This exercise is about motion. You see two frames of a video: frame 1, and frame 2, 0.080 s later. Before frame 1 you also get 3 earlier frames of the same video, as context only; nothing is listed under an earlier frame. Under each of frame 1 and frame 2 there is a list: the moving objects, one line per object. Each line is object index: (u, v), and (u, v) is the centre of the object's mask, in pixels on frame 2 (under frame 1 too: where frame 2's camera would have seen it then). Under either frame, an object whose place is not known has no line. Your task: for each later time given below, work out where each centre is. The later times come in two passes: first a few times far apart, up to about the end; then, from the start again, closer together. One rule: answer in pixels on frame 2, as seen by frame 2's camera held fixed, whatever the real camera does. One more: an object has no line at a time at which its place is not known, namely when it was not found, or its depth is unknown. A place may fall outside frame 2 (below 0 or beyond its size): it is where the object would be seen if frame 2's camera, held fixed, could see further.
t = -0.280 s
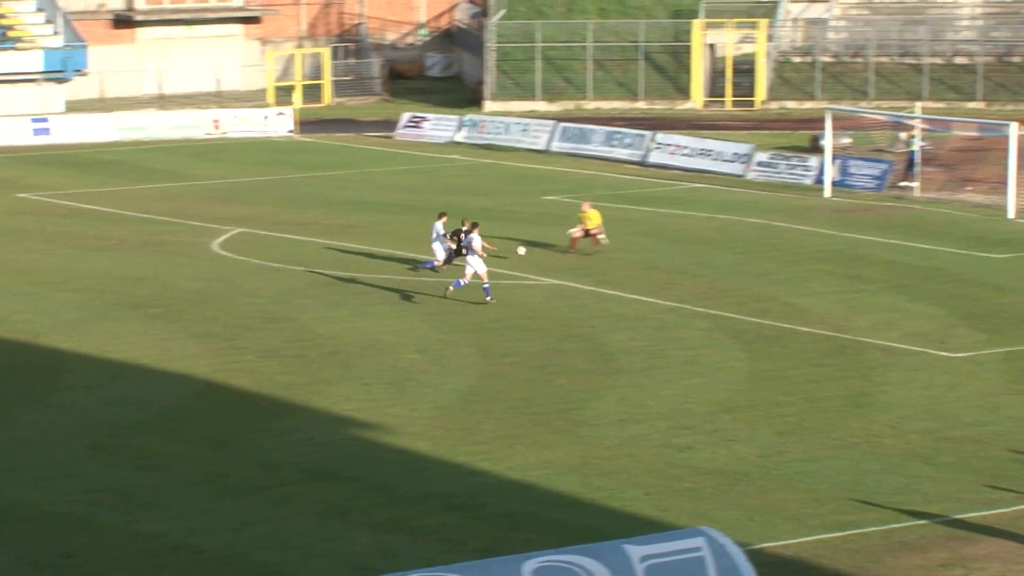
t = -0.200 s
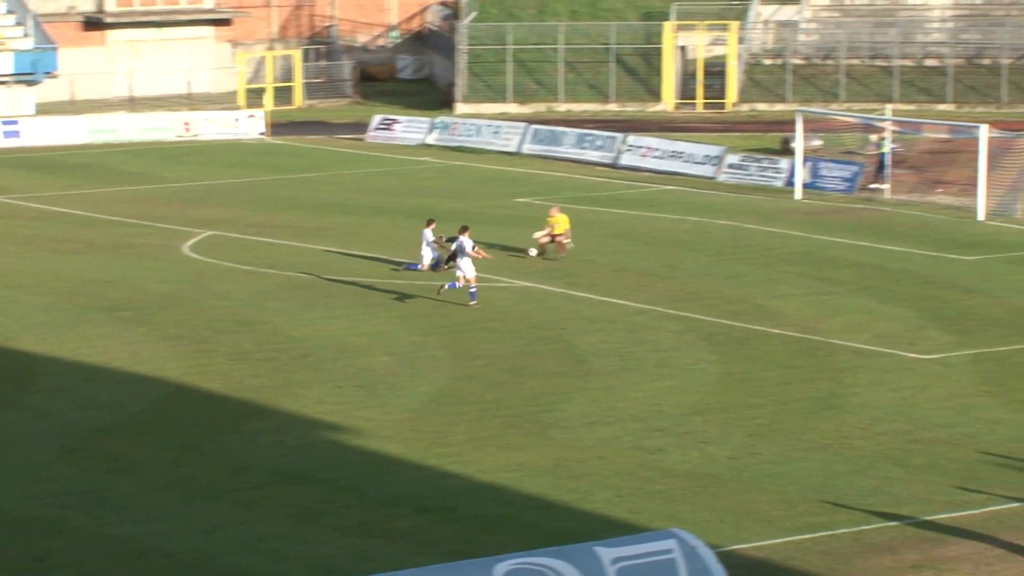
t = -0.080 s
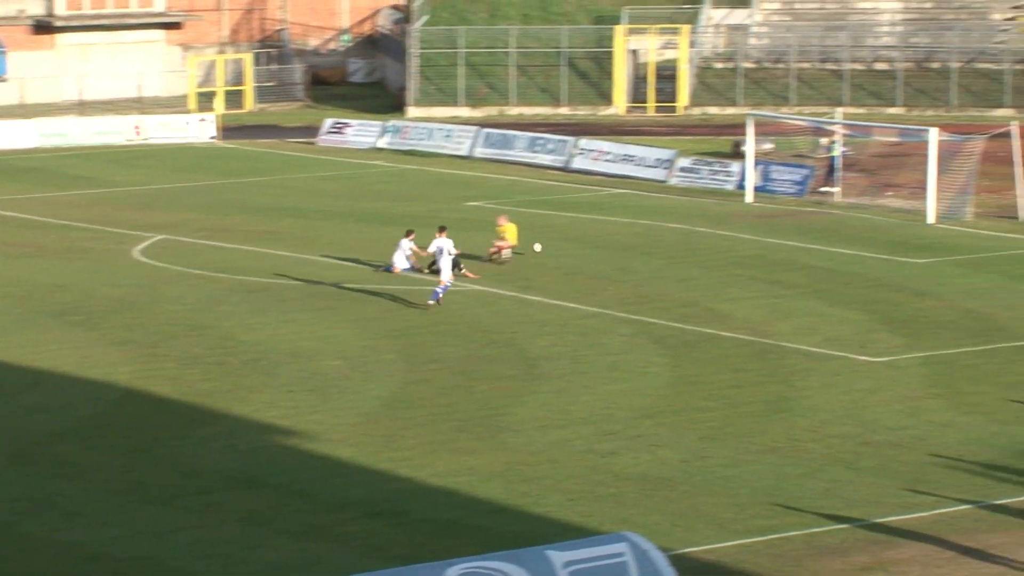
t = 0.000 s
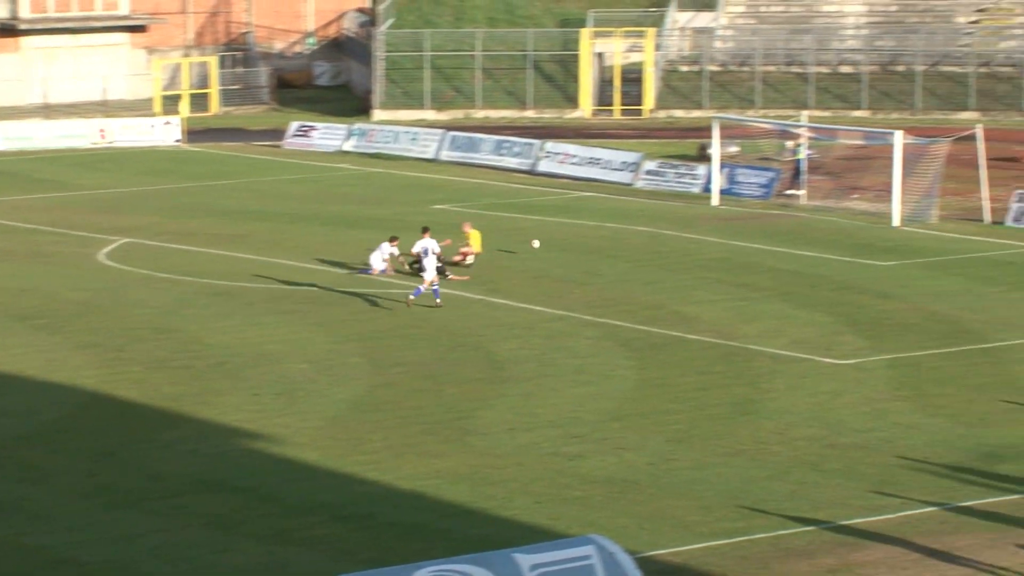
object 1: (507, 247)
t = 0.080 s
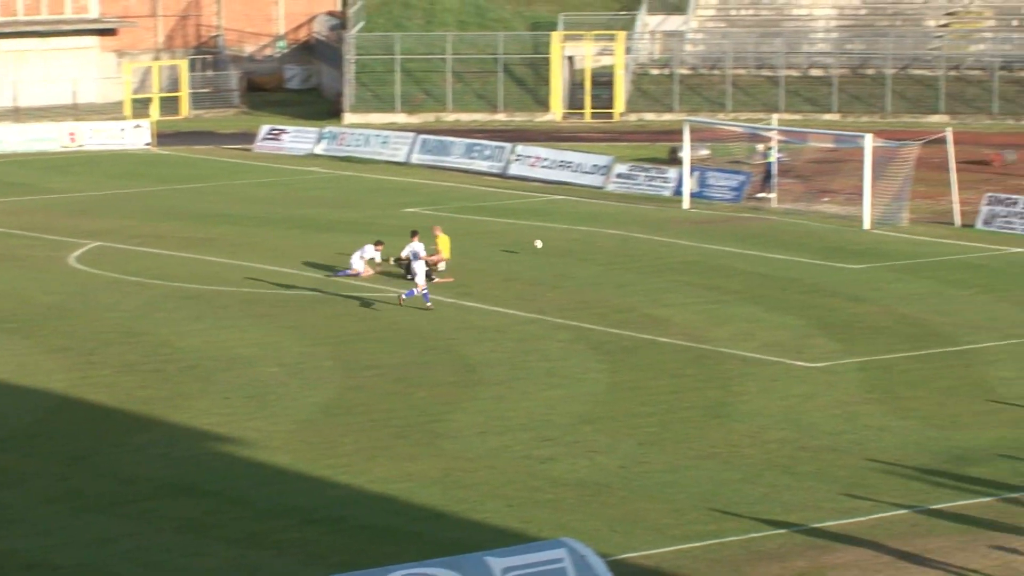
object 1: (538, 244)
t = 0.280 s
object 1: (610, 243)
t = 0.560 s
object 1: (689, 237)
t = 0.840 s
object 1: (759, 232)
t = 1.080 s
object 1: (816, 225)
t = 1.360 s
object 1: (869, 221)
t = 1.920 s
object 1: (890, 194)
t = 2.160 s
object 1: (870, 188)
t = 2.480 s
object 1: (840, 210)
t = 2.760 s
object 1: (831, 203)
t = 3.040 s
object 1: (824, 212)
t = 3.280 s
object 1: (811, 211)
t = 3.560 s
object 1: (798, 210)
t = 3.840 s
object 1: (786, 210)
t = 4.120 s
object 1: (777, 208)
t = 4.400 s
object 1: (767, 208)
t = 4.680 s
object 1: (760, 207)
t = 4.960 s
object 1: (754, 206)
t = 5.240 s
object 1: (749, 205)
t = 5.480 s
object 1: (746, 205)
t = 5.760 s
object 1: (743, 204)
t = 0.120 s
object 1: (553, 243)
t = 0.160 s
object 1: (568, 244)
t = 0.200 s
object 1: (583, 244)
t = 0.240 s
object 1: (597, 246)
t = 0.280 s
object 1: (610, 243)
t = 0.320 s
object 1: (621, 240)
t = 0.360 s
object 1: (634, 238)
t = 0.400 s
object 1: (645, 238)
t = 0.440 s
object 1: (656, 237)
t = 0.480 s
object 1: (667, 238)
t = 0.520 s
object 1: (678, 239)
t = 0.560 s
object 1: (689, 237)
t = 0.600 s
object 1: (699, 234)
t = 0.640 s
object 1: (709, 232)
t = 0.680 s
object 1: (720, 231)
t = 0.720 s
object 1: (730, 230)
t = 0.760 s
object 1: (740, 230)
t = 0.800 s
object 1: (749, 230)
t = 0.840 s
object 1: (759, 232)
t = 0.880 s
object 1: (768, 232)
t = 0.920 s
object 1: (778, 229)
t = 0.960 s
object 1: (788, 227)
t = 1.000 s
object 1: (797, 226)
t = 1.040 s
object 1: (807, 225)
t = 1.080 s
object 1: (816, 225)
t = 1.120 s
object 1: (825, 226)
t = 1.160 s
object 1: (834, 227)
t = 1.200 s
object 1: (844, 226)
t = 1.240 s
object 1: (852, 224)
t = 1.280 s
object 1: (859, 223)
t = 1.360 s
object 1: (869, 221)
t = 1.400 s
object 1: (871, 221)
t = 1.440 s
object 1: (876, 222)
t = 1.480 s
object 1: (879, 222)
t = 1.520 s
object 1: (885, 220)
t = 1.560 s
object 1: (890, 219)
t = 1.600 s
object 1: (895, 218)
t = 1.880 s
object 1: (894, 198)
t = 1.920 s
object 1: (890, 194)
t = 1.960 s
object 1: (887, 192)
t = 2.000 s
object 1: (883, 190)
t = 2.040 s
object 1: (880, 189)
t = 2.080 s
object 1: (876, 188)
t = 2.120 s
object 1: (873, 187)
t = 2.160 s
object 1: (870, 188)
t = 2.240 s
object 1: (861, 190)
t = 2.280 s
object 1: (858, 192)
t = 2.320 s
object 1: (855, 194)
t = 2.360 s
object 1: (851, 197)
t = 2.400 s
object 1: (847, 201)
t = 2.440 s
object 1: (844, 205)
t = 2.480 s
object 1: (840, 210)
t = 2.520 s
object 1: (837, 215)
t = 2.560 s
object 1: (835, 212)
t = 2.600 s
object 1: (834, 209)
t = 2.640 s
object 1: (833, 207)
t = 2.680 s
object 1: (832, 205)
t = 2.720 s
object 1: (832, 204)
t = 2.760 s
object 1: (831, 203)
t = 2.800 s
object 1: (829, 203)
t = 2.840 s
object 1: (828, 203)
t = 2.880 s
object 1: (827, 203)
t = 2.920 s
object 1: (826, 205)
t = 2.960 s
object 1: (825, 207)
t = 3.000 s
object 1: (824, 210)
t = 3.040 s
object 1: (824, 212)
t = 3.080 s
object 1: (821, 211)
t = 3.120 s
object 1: (819, 210)
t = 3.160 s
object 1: (817, 209)
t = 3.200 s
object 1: (815, 209)
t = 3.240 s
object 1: (812, 210)
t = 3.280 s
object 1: (811, 211)
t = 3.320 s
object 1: (808, 212)
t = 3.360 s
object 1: (807, 211)
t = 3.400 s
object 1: (805, 211)
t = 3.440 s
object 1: (804, 210)
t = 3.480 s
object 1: (801, 211)
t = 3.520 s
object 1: (800, 211)
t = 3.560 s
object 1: (798, 210)
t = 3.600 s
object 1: (796, 211)
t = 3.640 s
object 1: (795, 211)
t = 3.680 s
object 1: (793, 210)
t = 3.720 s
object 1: (791, 210)
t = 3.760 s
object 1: (790, 210)
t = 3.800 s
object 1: (788, 210)
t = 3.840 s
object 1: (786, 210)
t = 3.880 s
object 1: (785, 209)
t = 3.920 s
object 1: (784, 209)
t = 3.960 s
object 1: (782, 209)
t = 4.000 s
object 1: (781, 209)
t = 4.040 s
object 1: (780, 209)
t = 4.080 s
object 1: (778, 209)
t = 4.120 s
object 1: (777, 208)
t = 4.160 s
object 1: (775, 209)
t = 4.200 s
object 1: (774, 209)
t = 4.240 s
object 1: (773, 209)
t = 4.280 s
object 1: (771, 209)
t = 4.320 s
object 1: (770, 209)
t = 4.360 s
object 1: (769, 208)
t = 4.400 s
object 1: (767, 208)
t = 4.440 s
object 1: (766, 208)
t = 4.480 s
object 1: (765, 208)
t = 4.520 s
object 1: (764, 208)
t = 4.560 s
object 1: (763, 208)
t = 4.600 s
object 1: (762, 207)
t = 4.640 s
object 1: (761, 207)
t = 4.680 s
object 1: (760, 207)
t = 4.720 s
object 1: (759, 207)
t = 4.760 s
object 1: (758, 207)
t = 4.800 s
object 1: (757, 207)
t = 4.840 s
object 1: (757, 207)
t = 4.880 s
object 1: (756, 206)
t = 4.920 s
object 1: (755, 206)
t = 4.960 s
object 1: (754, 206)
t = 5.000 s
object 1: (753, 206)
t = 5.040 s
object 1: (753, 206)
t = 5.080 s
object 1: (752, 206)
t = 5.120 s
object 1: (751, 205)
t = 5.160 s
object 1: (751, 206)
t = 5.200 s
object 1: (750, 205)
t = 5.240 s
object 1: (749, 205)
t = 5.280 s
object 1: (749, 205)
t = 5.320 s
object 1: (748, 205)
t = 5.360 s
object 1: (748, 205)
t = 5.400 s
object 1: (747, 205)
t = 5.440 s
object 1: (747, 205)
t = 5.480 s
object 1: (746, 205)
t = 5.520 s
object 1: (746, 205)
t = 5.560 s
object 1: (745, 205)
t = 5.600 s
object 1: (744, 205)
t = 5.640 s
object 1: (744, 204)
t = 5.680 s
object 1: (744, 204)
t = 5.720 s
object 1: (743, 204)
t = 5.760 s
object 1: (743, 204)
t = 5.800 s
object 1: (742, 205)
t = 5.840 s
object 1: (742, 204)
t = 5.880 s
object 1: (742, 204)
